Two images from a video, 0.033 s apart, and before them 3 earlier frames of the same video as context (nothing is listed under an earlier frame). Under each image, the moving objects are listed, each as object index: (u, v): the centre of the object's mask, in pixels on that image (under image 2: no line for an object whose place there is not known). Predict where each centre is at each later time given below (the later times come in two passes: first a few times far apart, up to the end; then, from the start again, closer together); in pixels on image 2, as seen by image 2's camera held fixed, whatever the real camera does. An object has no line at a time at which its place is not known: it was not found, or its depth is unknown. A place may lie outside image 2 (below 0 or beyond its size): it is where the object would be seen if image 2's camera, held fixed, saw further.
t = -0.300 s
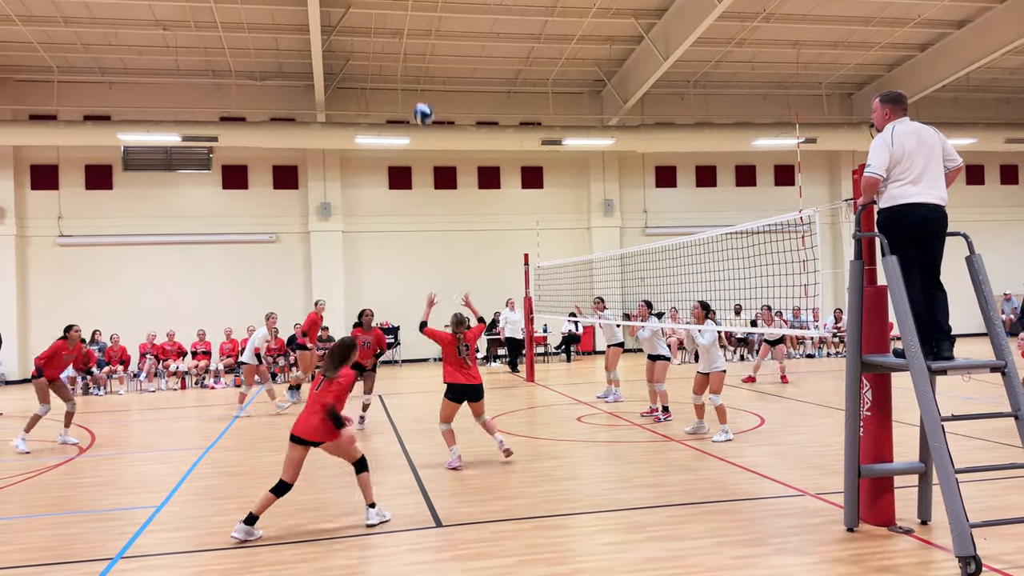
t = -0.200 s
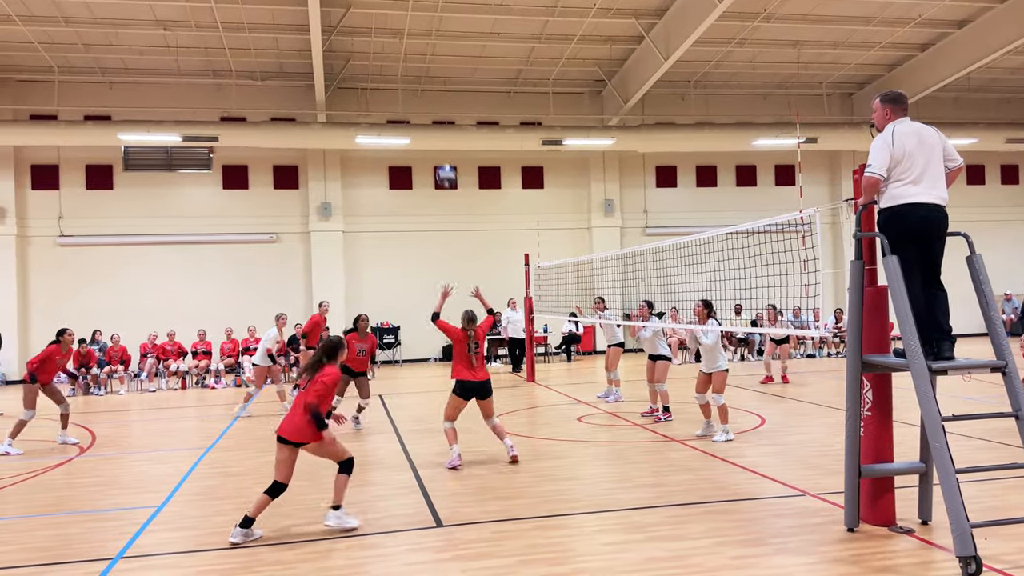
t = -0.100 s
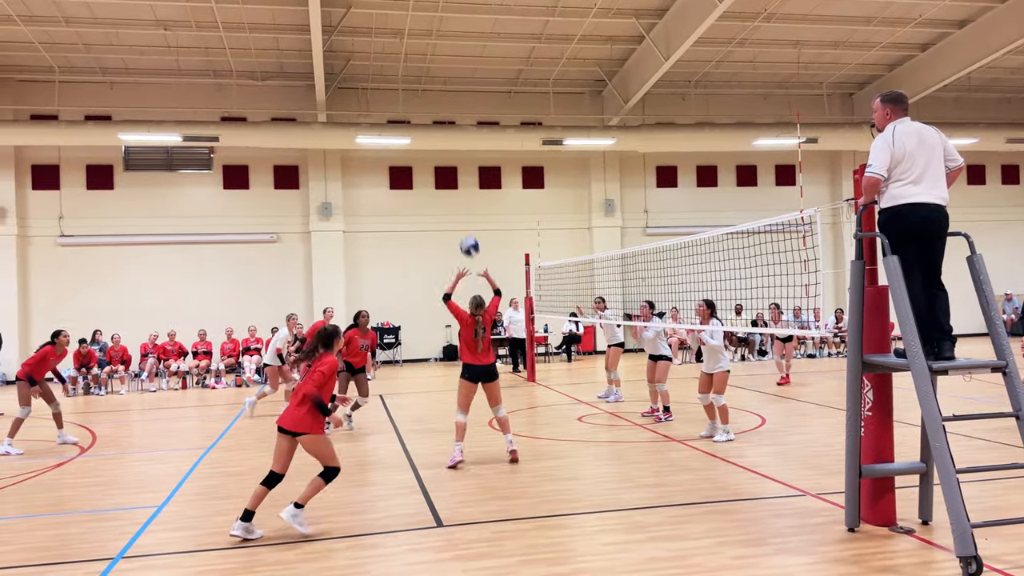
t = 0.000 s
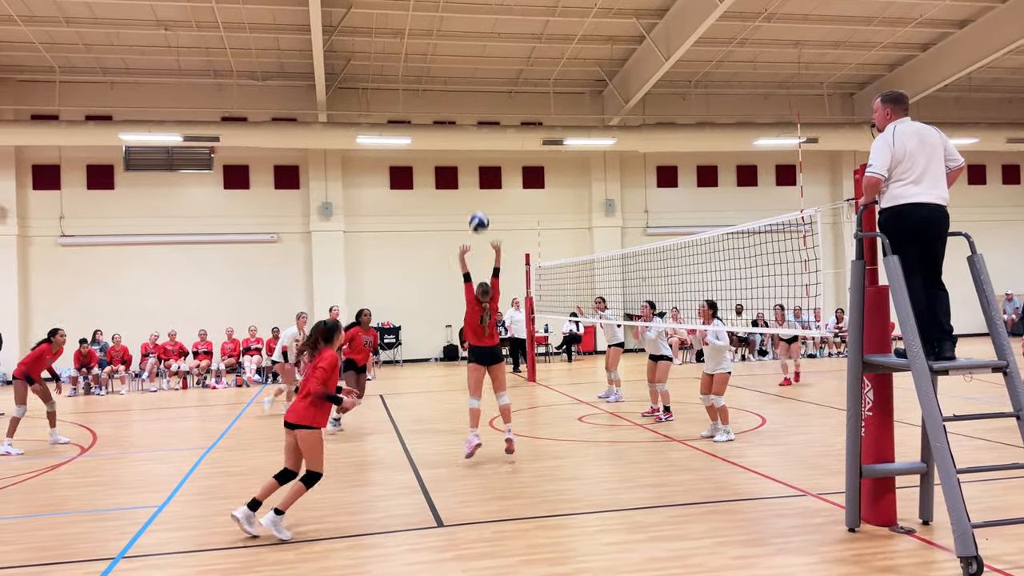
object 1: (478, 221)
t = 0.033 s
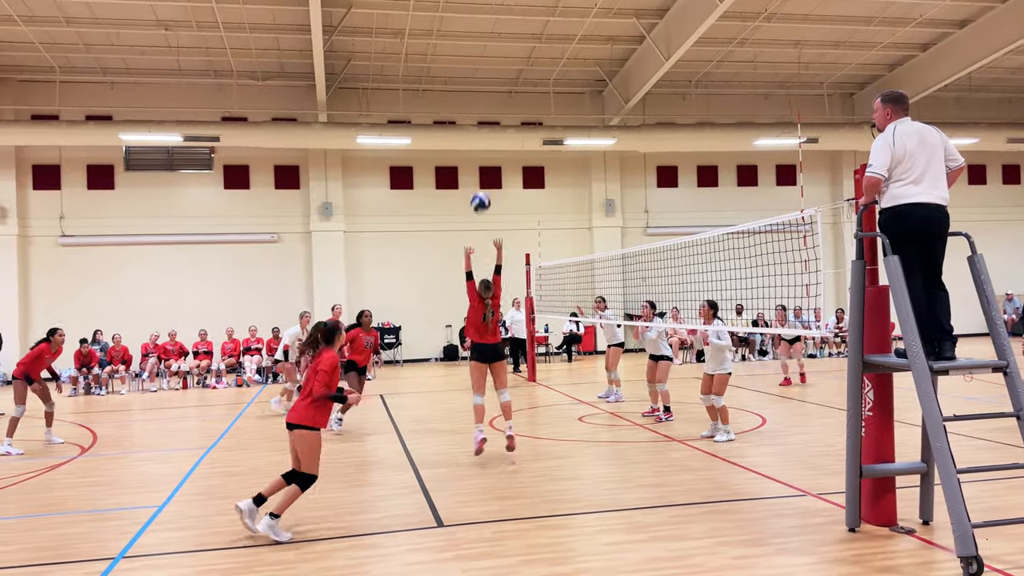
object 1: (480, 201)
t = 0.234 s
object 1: (487, 100)
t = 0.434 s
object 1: (495, 36)
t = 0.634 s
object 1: (503, 12)
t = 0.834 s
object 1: (512, 29)
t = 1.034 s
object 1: (523, 91)
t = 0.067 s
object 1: (481, 182)
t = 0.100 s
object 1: (482, 164)
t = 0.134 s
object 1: (484, 146)
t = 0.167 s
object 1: (485, 130)
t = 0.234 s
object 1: (487, 100)
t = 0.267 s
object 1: (489, 87)
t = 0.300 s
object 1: (490, 74)
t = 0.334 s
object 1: (491, 64)
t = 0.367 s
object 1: (492, 53)
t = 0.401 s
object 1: (493, 44)
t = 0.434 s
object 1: (495, 36)
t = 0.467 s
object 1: (496, 29)
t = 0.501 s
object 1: (497, 24)
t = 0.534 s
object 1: (498, 19)
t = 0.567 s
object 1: (500, 15)
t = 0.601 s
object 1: (501, 13)
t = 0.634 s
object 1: (503, 12)
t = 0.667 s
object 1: (504, 12)
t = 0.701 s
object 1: (505, 13)
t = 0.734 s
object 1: (507, 15)
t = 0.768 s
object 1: (508, 18)
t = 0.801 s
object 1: (510, 23)
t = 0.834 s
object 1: (512, 29)
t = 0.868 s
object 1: (514, 37)
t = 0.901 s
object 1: (516, 45)
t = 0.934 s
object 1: (518, 55)
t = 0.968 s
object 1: (520, 65)
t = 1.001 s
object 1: (521, 77)
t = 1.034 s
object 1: (523, 91)
